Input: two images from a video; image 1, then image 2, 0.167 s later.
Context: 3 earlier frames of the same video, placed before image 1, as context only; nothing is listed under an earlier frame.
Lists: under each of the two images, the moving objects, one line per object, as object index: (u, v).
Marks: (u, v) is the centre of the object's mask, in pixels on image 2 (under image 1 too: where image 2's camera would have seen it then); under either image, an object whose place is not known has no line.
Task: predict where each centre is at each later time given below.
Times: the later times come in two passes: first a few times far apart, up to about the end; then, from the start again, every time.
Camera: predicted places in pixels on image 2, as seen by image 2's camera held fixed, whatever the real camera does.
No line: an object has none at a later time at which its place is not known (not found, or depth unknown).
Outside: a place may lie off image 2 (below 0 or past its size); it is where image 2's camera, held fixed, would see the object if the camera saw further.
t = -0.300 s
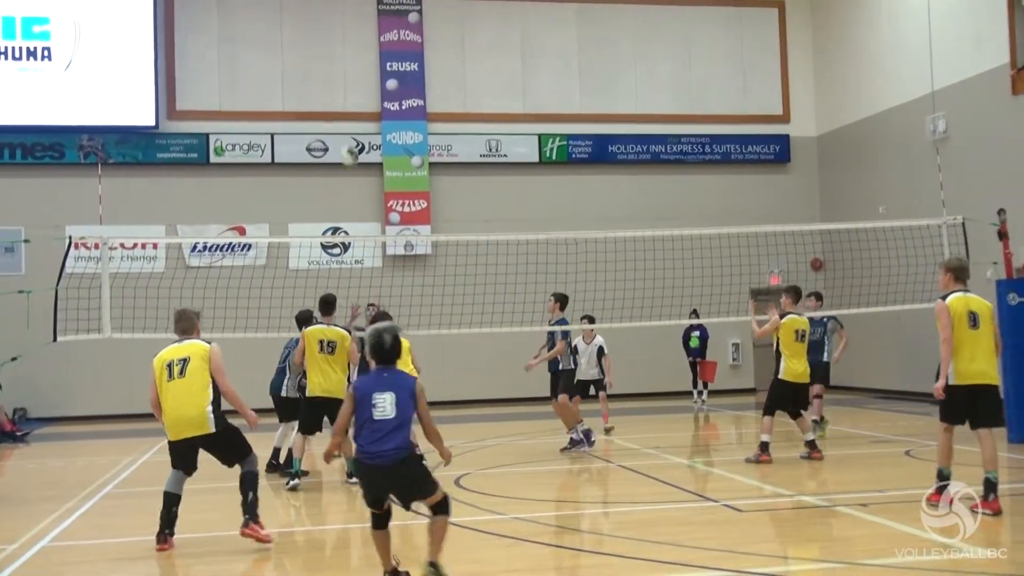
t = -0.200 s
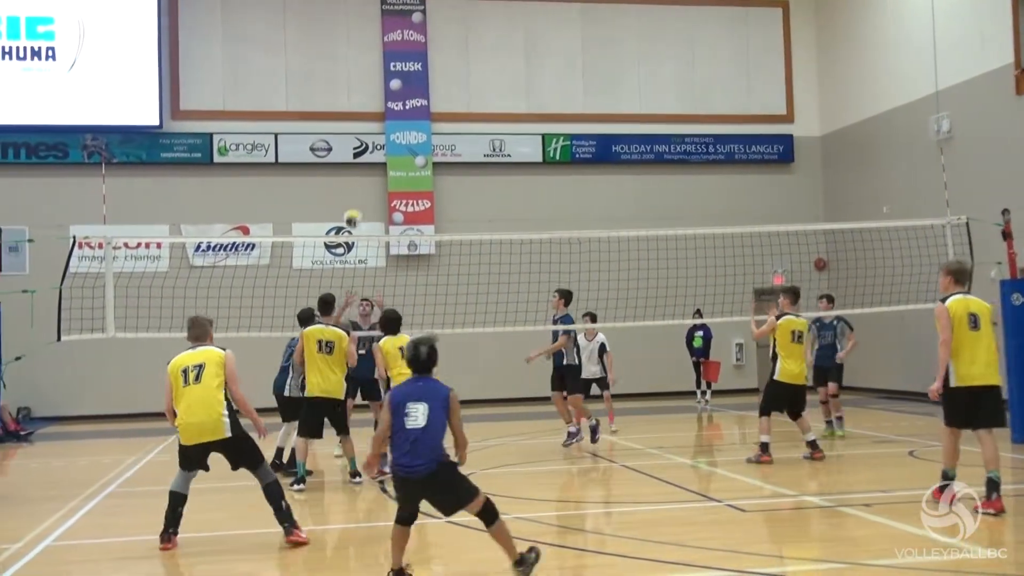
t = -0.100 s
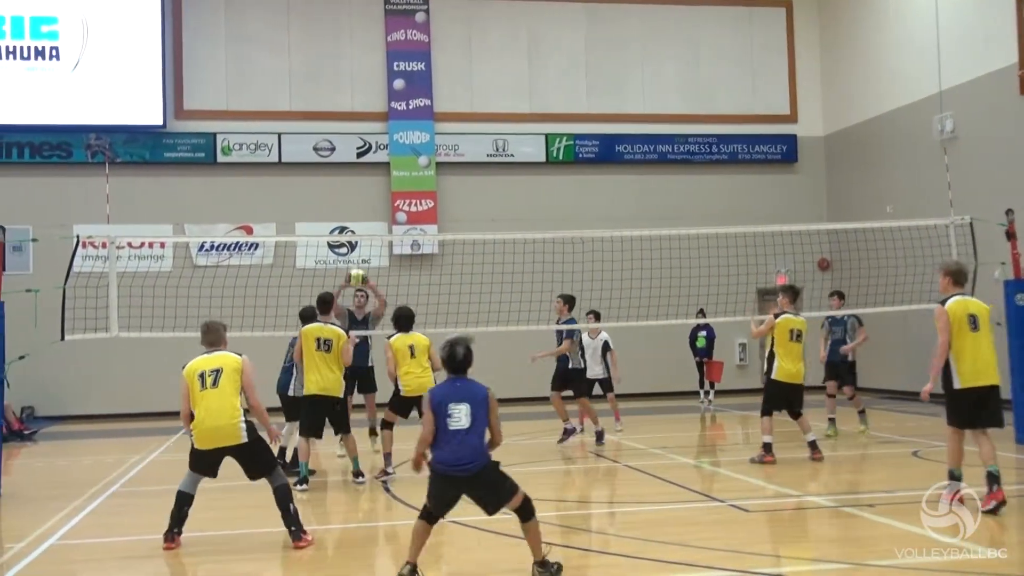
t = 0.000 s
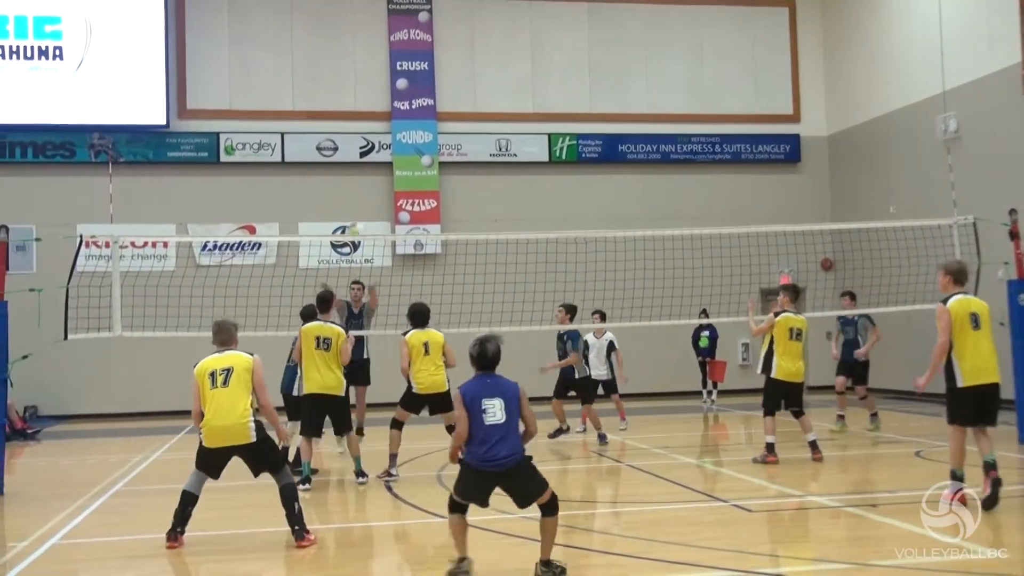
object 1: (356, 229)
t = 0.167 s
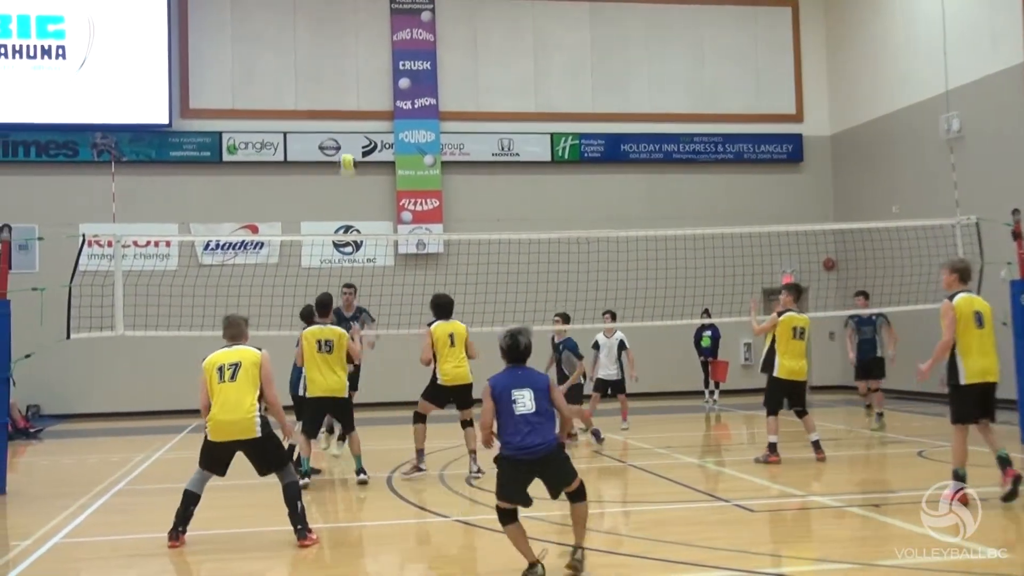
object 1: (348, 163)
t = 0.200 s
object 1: (347, 152)
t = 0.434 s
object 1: (324, 87)
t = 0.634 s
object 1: (302, 72)
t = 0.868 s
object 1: (267, 140)
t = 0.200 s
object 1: (347, 152)
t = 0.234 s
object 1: (343, 141)
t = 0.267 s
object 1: (339, 131)
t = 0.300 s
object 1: (337, 120)
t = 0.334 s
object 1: (333, 111)
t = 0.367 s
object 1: (330, 102)
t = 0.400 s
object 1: (327, 94)
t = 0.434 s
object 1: (324, 87)
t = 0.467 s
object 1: (321, 80)
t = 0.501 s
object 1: (318, 76)
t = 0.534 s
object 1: (314, 73)
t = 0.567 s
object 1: (311, 71)
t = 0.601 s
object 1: (306, 70)
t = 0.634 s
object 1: (302, 72)
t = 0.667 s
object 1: (297, 73)
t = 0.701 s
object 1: (294, 77)
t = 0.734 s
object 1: (290, 85)
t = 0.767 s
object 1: (286, 95)
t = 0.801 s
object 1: (280, 108)
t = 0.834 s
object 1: (274, 123)
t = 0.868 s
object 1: (267, 140)
